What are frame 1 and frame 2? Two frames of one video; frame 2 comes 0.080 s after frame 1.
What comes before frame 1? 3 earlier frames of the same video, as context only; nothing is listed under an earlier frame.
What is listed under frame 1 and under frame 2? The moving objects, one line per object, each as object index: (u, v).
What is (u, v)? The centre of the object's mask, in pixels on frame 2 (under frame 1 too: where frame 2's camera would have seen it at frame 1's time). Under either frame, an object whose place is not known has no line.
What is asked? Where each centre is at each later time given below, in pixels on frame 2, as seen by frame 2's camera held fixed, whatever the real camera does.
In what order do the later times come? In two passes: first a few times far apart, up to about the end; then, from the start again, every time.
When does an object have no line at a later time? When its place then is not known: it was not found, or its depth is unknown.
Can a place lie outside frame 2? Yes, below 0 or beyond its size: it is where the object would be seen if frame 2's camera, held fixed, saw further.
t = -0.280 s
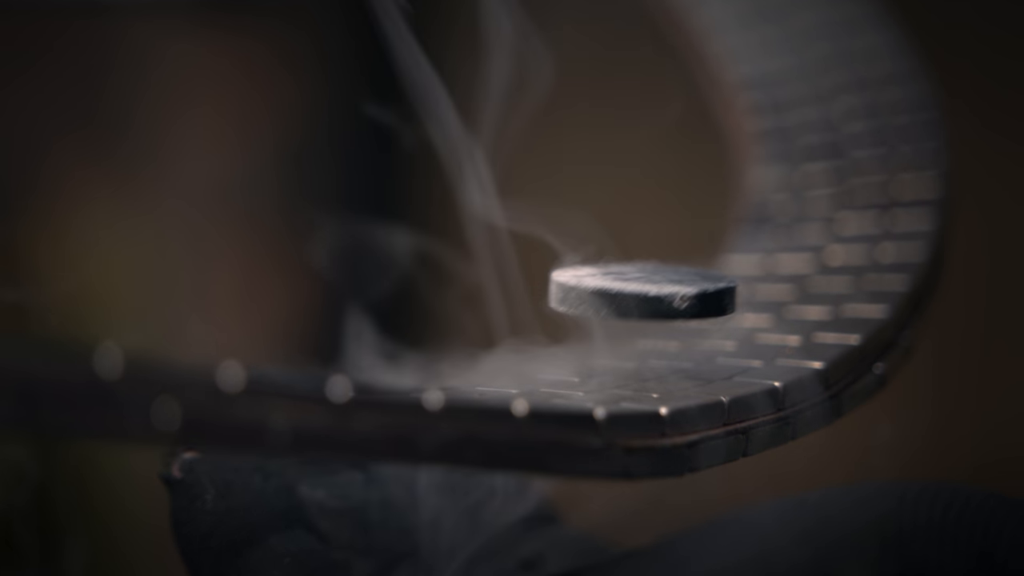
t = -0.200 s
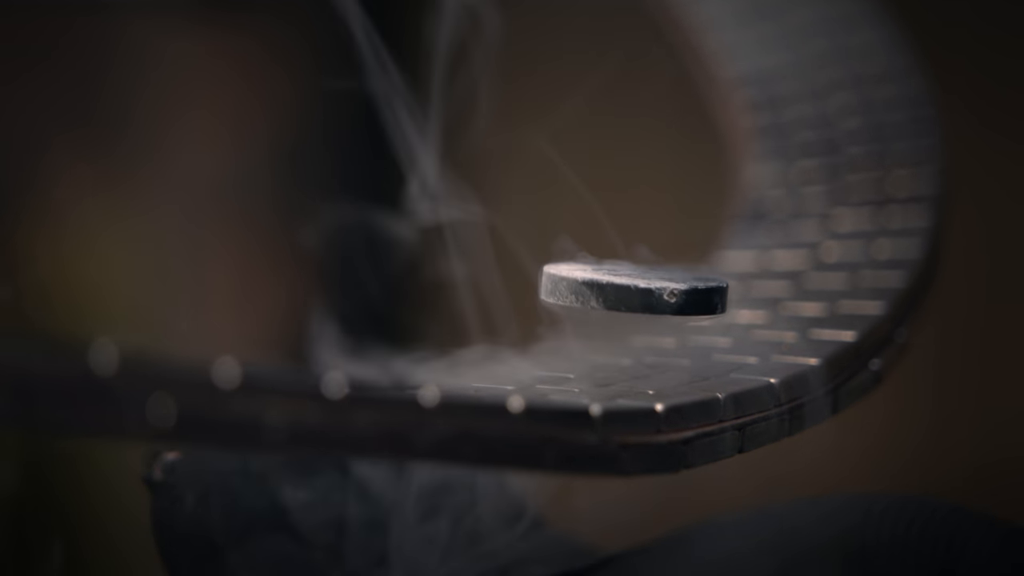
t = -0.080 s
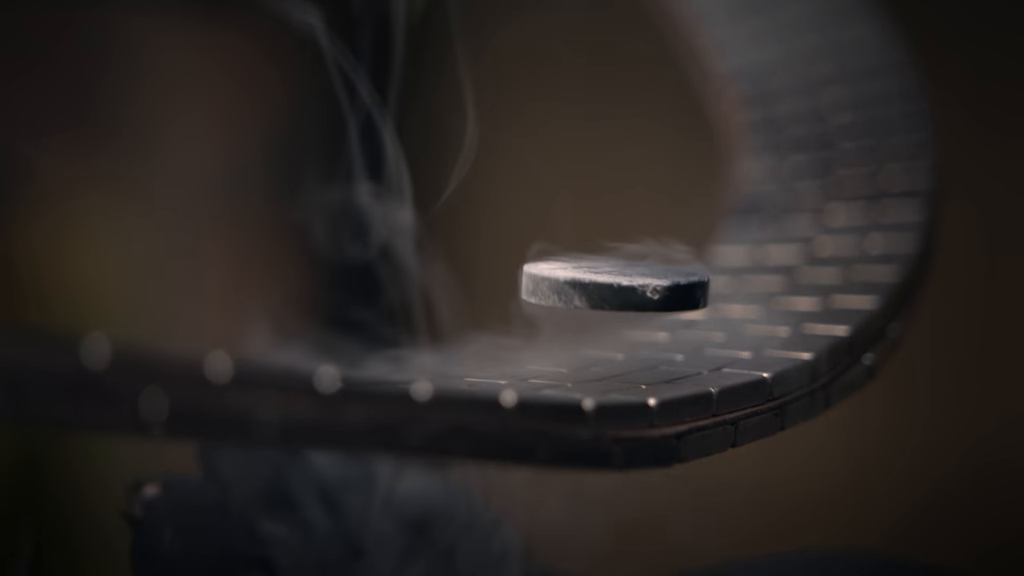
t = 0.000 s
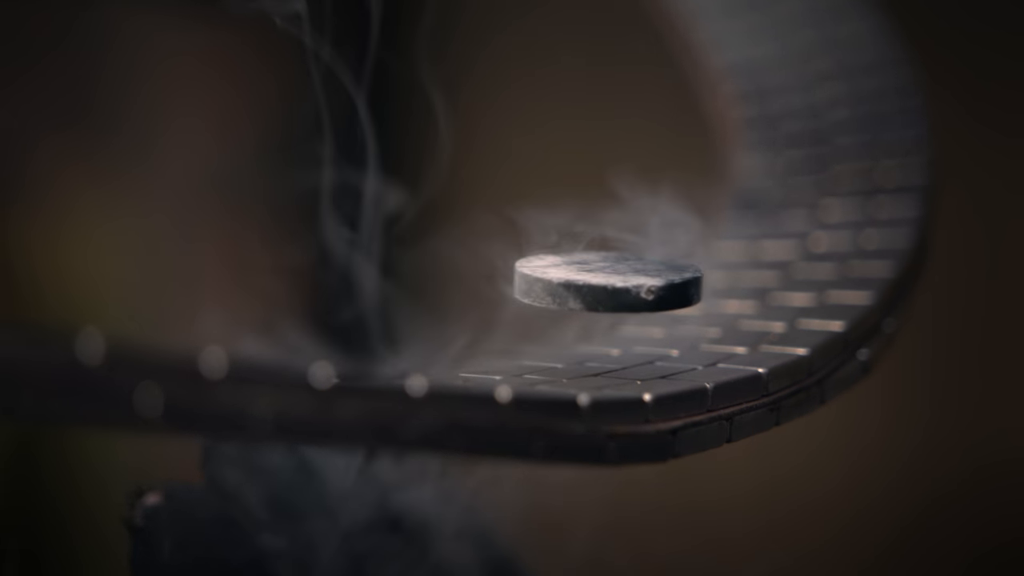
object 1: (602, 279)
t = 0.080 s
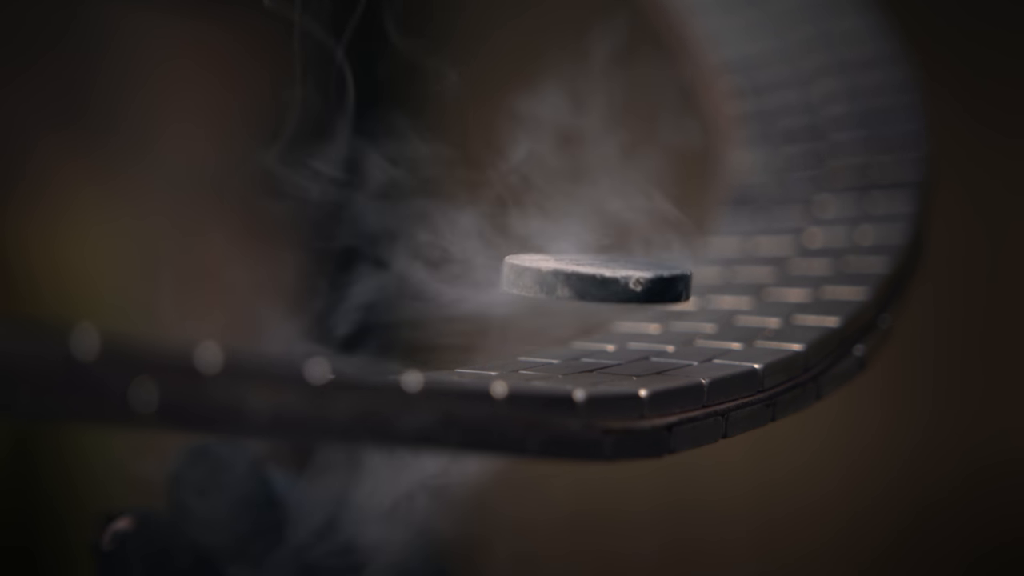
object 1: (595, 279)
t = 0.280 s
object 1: (594, 279)
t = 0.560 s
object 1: (601, 278)
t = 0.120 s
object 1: (597, 280)
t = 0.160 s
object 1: (594, 280)
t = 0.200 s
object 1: (592, 279)
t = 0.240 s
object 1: (593, 281)
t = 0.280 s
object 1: (594, 279)
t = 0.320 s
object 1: (591, 278)
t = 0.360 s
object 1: (591, 279)
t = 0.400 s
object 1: (595, 279)
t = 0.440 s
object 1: (596, 279)
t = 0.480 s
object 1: (596, 279)
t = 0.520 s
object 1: (597, 278)
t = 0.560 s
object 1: (601, 278)
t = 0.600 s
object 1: (604, 277)
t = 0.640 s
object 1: (606, 278)
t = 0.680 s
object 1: (609, 277)
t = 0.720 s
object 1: (615, 276)
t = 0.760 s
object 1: (618, 277)
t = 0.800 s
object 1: (620, 276)
